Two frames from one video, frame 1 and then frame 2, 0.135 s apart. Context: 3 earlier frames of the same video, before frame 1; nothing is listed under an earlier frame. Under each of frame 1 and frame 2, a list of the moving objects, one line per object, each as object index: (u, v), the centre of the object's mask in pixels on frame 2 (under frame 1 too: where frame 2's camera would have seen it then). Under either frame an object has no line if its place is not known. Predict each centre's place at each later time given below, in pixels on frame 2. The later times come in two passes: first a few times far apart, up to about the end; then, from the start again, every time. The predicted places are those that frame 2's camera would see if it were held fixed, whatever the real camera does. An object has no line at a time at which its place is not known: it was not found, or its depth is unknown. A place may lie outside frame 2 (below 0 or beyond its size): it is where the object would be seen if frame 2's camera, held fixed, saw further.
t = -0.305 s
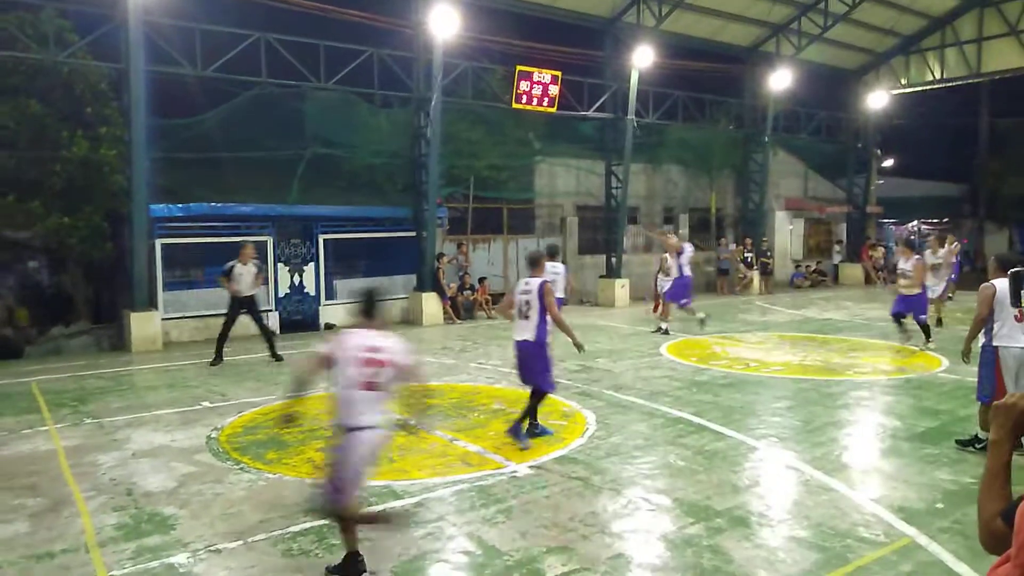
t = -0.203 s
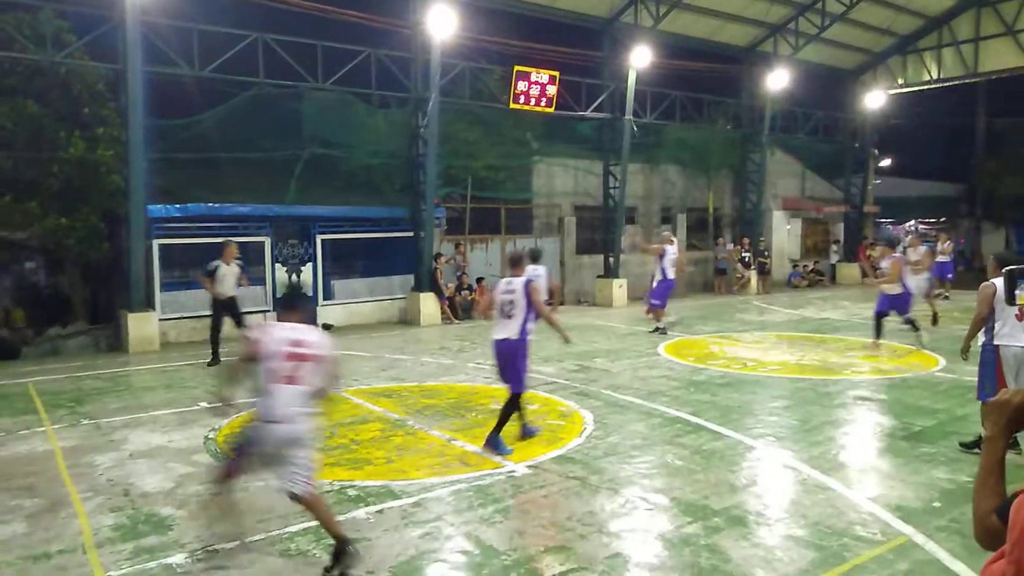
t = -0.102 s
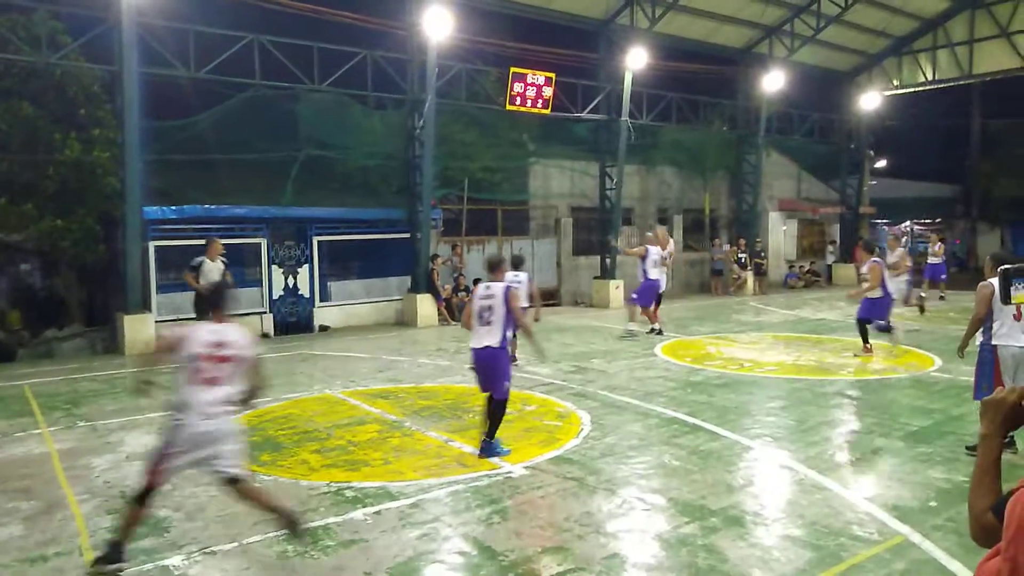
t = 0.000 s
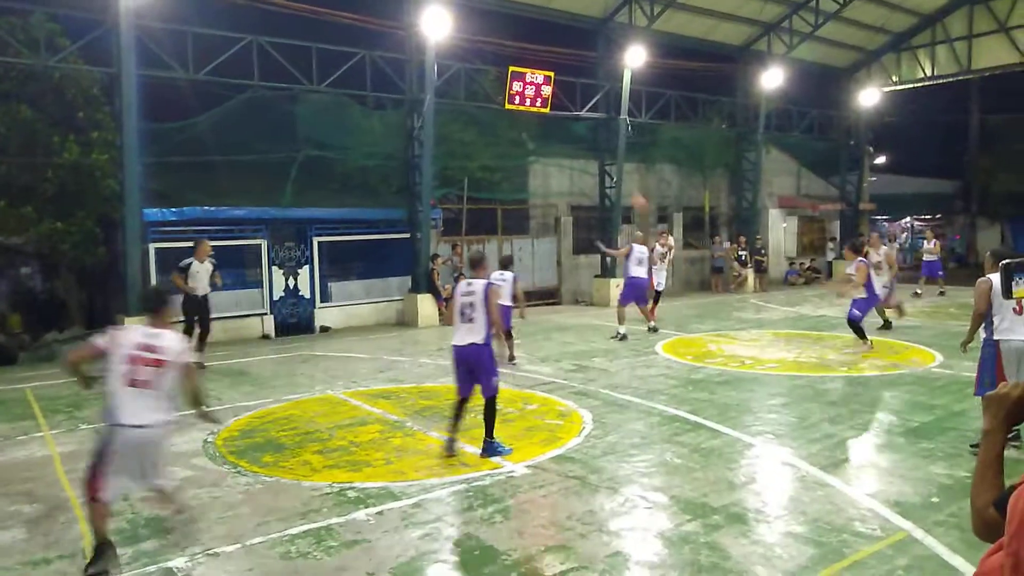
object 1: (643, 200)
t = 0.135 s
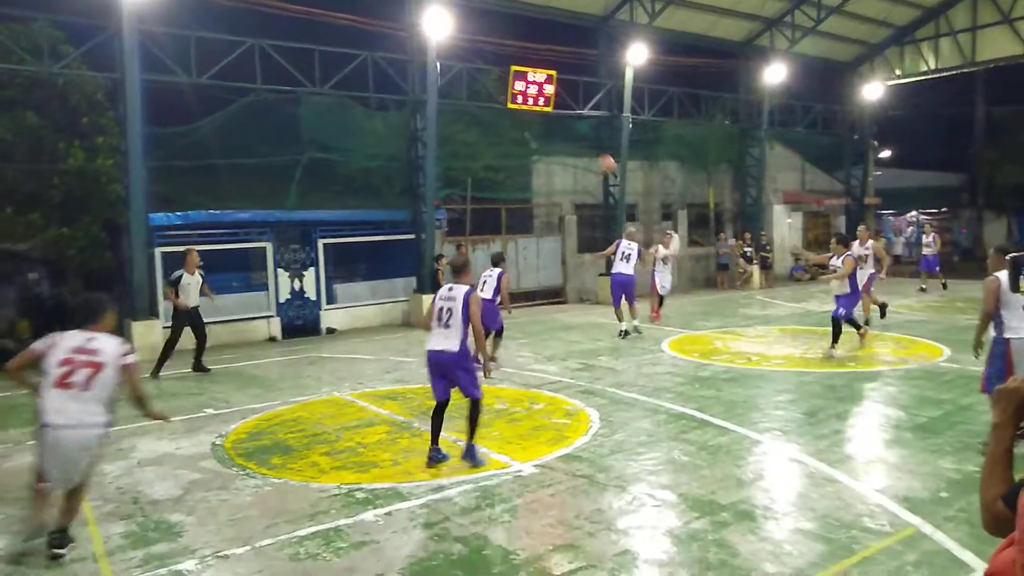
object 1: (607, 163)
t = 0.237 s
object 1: (577, 140)
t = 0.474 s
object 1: (487, 96)
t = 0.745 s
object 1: (334, 86)
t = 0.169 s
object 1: (598, 155)
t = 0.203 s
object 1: (588, 147)
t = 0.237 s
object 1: (577, 140)
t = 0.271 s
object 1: (566, 132)
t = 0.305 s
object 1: (554, 125)
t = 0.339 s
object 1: (542, 119)
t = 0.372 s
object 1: (530, 114)
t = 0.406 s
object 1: (514, 107)
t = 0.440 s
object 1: (500, 100)
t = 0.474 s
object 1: (487, 96)
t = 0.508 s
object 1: (471, 92)
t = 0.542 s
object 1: (456, 89)
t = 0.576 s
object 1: (438, 86)
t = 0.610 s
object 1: (419, 84)
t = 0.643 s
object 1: (400, 84)
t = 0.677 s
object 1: (379, 83)
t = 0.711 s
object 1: (357, 84)
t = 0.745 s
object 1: (334, 86)
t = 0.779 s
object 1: (309, 89)
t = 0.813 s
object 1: (283, 94)
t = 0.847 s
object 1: (256, 101)
